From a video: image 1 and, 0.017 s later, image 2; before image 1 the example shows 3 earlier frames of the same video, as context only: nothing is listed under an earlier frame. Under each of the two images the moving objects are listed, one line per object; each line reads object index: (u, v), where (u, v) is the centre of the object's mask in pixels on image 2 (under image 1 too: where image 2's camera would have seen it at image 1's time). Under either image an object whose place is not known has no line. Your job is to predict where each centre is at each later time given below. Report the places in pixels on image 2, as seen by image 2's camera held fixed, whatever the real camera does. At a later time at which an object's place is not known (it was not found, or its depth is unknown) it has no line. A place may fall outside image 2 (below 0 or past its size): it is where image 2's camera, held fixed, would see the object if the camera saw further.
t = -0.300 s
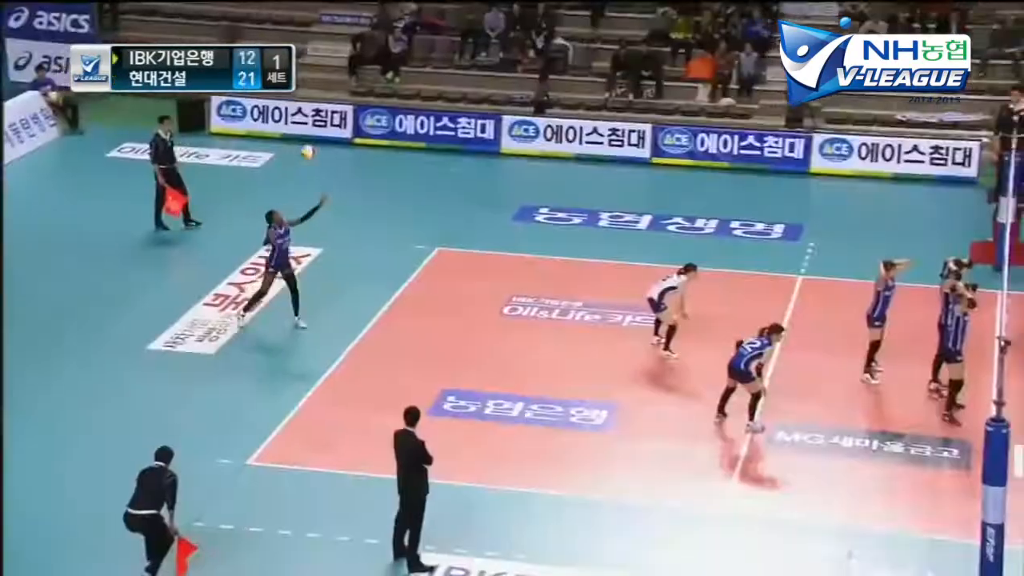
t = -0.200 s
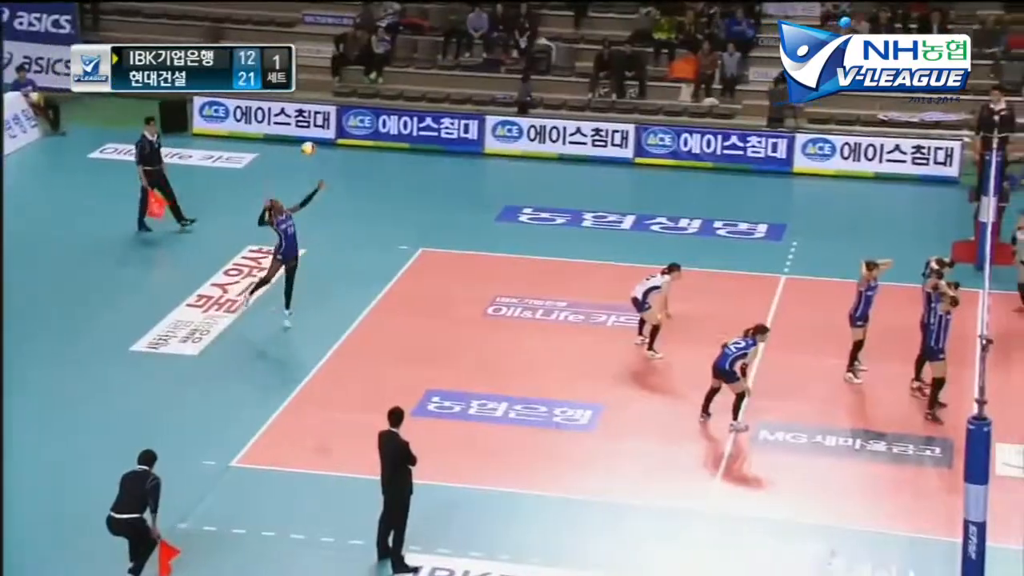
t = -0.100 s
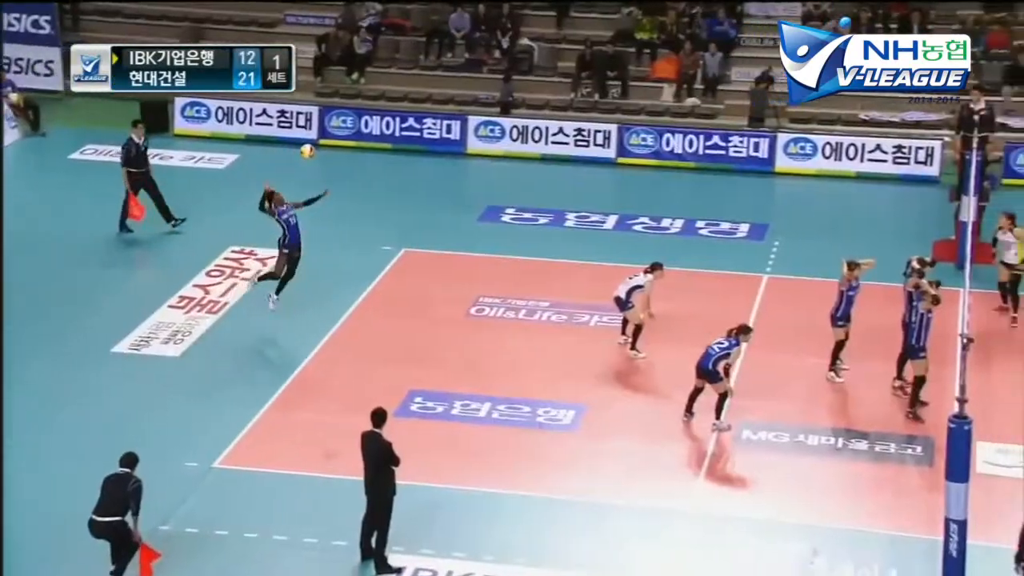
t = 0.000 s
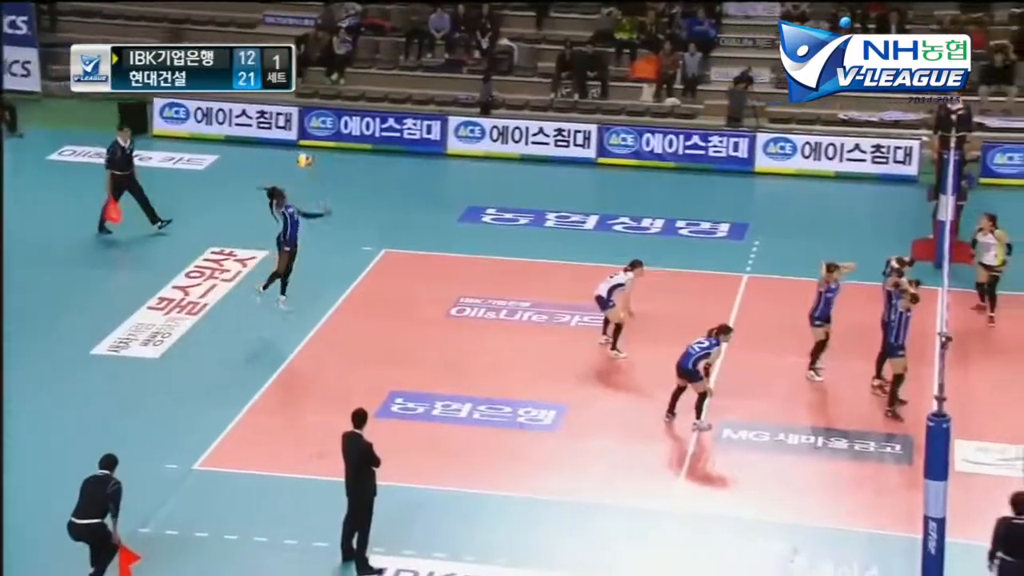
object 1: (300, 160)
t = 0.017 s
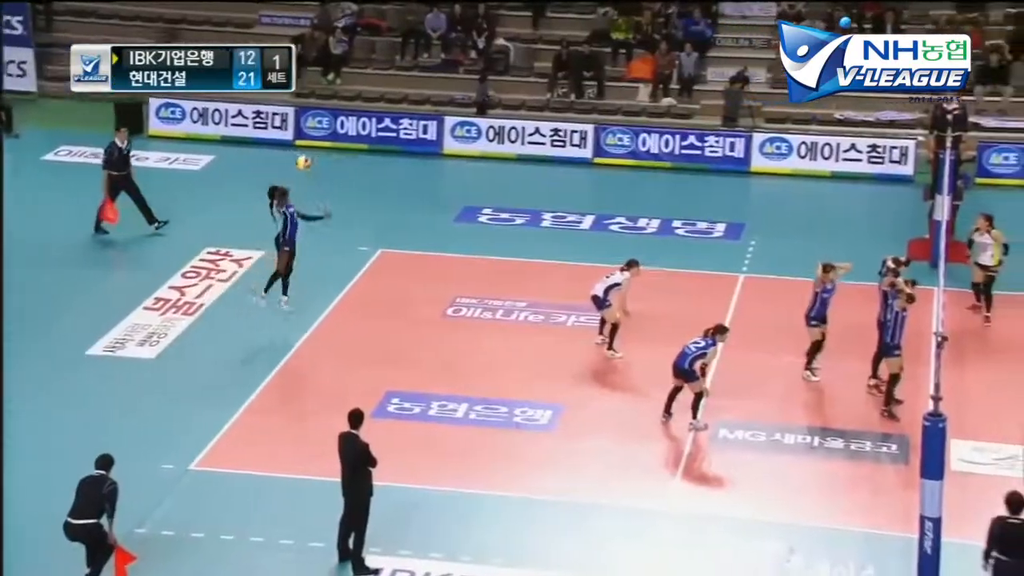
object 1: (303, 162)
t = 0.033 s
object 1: (305, 165)
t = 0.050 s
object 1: (308, 167)
